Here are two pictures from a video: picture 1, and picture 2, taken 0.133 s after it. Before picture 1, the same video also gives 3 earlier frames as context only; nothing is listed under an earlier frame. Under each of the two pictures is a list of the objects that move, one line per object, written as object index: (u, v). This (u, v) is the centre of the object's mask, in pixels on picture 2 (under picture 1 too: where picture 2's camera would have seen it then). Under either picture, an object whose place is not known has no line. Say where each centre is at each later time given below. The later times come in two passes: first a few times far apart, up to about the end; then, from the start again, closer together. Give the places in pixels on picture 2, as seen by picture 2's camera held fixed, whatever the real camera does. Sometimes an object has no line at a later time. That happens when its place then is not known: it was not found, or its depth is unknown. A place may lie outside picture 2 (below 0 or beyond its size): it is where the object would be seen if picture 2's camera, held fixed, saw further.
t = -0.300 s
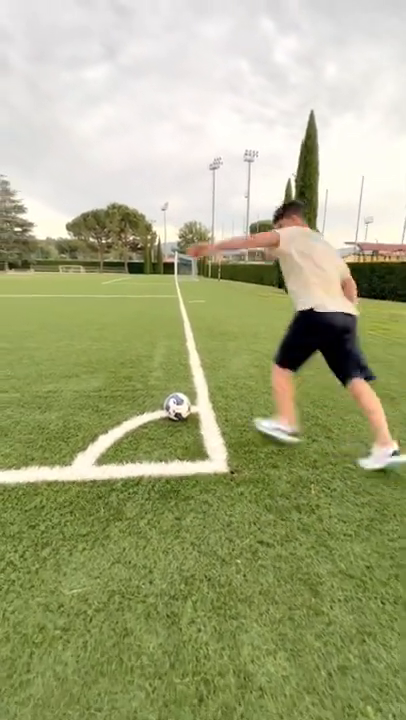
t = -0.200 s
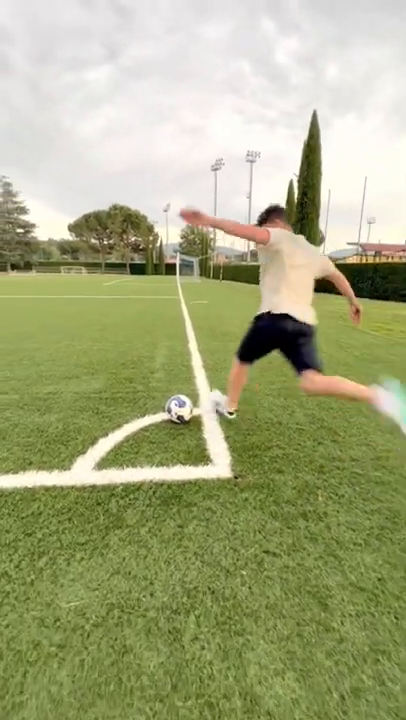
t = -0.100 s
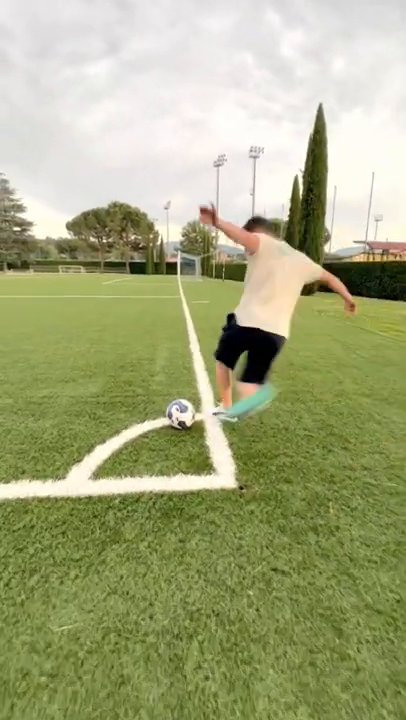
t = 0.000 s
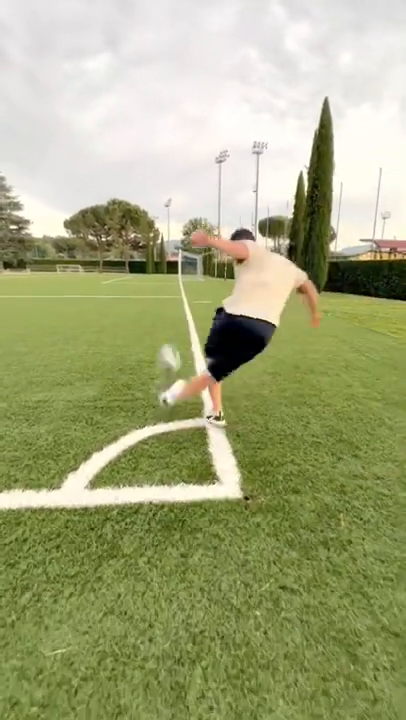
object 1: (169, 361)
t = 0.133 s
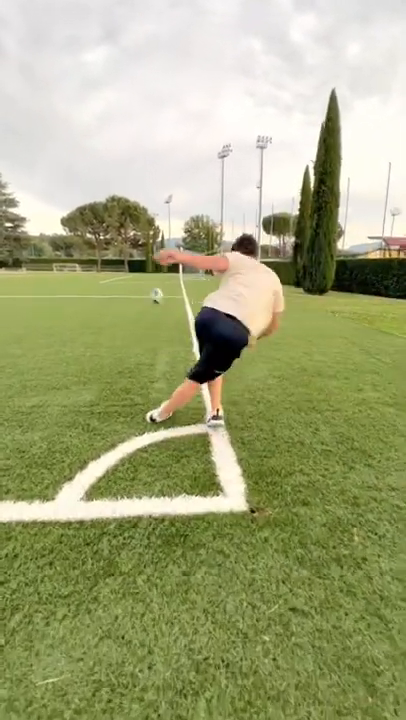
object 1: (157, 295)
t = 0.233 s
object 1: (153, 274)
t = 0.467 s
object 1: (151, 259)
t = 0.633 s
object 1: (154, 261)
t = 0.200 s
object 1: (154, 280)
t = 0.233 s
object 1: (153, 274)
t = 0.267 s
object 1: (152, 269)
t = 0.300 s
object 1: (152, 267)
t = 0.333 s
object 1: (152, 264)
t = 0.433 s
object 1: (151, 260)
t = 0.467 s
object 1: (151, 259)
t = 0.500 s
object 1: (151, 259)
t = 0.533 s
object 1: (152, 259)
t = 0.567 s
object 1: (153, 260)
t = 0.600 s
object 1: (153, 260)
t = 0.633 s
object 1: (154, 261)
